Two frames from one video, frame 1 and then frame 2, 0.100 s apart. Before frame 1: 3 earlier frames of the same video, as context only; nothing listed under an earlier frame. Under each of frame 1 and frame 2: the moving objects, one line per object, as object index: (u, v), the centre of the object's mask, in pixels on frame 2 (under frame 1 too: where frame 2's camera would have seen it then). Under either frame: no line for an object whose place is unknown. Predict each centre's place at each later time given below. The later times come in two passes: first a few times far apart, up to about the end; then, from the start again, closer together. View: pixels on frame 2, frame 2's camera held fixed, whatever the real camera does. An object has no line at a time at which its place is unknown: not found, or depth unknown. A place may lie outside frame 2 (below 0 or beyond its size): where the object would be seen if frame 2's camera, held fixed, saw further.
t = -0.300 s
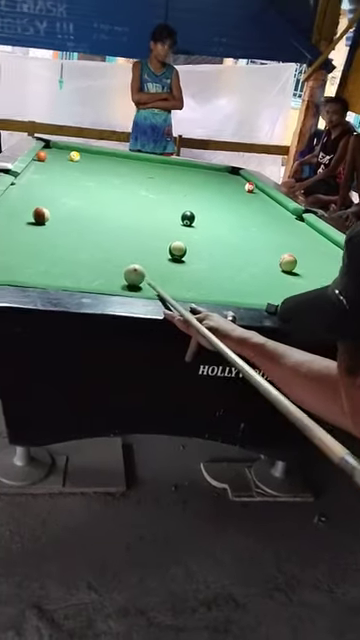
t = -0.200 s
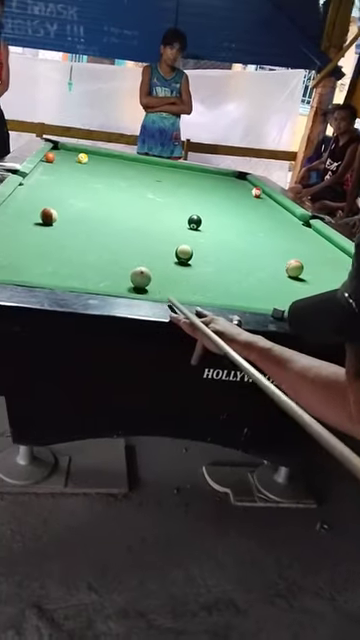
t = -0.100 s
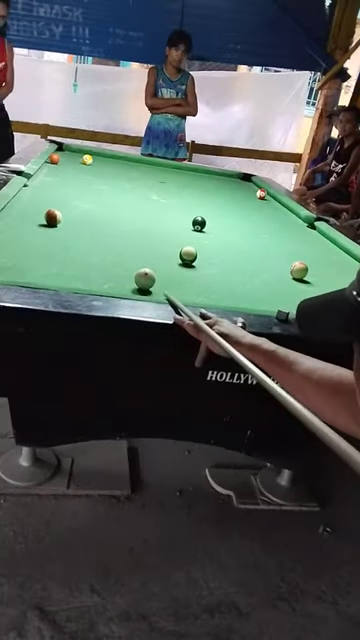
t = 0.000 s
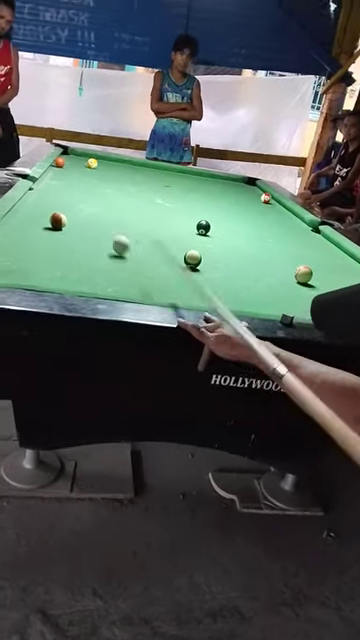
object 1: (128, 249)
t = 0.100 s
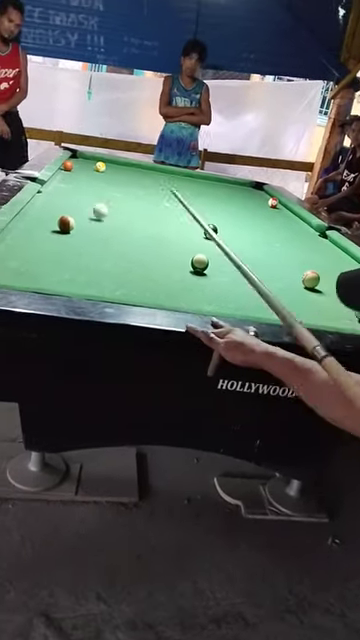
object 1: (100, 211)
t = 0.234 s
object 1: (76, 181)
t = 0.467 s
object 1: (90, 170)
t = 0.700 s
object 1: (123, 172)
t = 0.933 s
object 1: (151, 172)
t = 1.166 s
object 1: (175, 172)
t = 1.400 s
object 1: (197, 176)
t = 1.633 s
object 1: (221, 181)
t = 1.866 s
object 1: (244, 187)
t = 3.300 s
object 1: (221, 197)
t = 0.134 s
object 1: (93, 202)
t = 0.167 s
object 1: (86, 195)
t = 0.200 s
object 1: (81, 187)
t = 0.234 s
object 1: (76, 181)
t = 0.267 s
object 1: (72, 175)
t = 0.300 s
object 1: (68, 170)
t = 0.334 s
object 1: (66, 167)
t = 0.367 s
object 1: (72, 168)
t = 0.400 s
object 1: (78, 169)
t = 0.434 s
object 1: (84, 169)
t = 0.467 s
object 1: (90, 170)
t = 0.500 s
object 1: (96, 171)
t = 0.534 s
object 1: (101, 171)
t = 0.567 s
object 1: (106, 172)
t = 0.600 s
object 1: (111, 172)
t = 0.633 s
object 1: (115, 172)
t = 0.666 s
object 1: (119, 172)
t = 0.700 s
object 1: (123, 172)
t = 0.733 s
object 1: (128, 172)
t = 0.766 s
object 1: (132, 172)
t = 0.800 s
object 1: (136, 172)
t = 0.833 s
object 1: (140, 172)
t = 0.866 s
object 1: (144, 172)
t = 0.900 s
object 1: (147, 172)
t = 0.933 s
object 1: (151, 172)
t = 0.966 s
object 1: (155, 172)
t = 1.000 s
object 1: (158, 172)
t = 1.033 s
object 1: (162, 173)
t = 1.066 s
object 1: (165, 172)
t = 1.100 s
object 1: (168, 172)
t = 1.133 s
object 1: (171, 172)
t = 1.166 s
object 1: (175, 172)
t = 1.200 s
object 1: (178, 172)
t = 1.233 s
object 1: (181, 172)
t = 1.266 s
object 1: (184, 173)
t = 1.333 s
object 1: (191, 174)
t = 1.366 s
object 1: (194, 175)
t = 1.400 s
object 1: (197, 176)
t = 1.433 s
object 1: (201, 177)
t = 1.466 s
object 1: (205, 178)
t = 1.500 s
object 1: (208, 178)
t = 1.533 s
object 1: (211, 179)
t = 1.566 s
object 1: (214, 180)
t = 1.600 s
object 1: (217, 180)
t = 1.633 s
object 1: (221, 181)
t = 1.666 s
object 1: (224, 182)
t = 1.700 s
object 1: (228, 183)
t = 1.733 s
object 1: (231, 184)
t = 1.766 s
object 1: (235, 185)
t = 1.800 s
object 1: (239, 185)
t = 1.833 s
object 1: (242, 187)
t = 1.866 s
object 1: (244, 187)
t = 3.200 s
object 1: (224, 196)
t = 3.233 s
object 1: (224, 197)
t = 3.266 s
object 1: (222, 197)
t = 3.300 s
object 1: (221, 197)
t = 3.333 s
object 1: (219, 197)
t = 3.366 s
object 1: (218, 197)
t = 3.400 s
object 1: (217, 197)
